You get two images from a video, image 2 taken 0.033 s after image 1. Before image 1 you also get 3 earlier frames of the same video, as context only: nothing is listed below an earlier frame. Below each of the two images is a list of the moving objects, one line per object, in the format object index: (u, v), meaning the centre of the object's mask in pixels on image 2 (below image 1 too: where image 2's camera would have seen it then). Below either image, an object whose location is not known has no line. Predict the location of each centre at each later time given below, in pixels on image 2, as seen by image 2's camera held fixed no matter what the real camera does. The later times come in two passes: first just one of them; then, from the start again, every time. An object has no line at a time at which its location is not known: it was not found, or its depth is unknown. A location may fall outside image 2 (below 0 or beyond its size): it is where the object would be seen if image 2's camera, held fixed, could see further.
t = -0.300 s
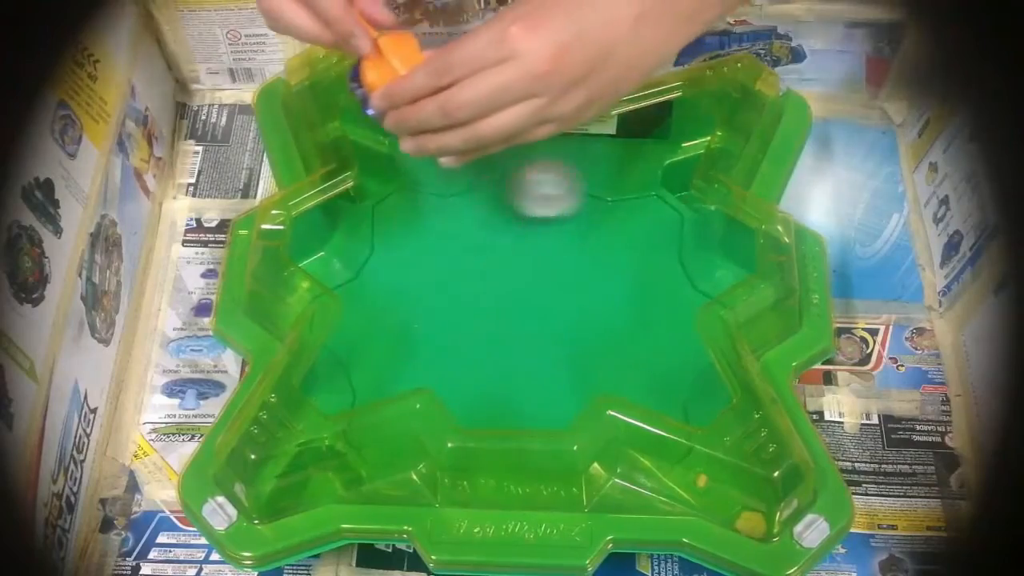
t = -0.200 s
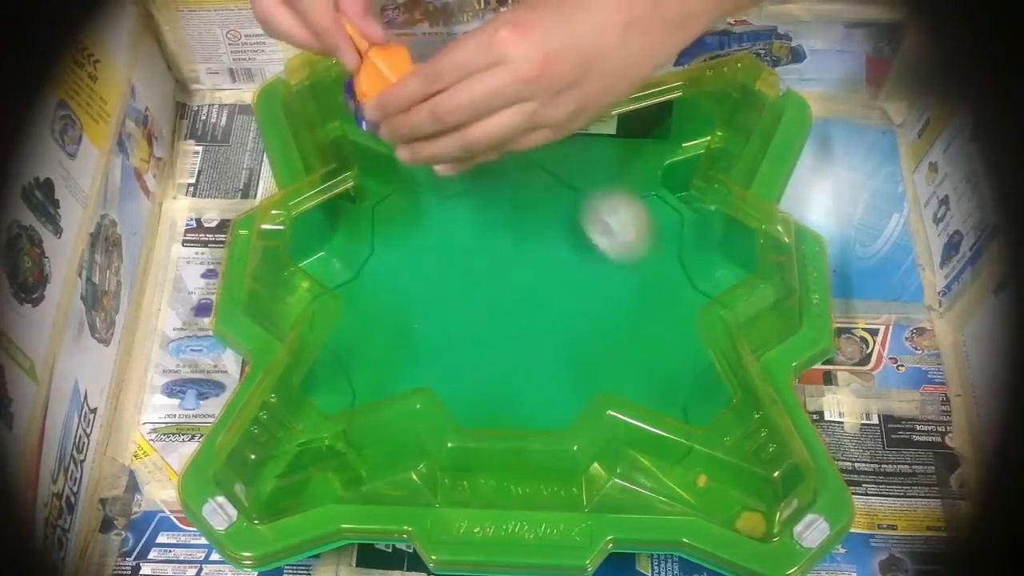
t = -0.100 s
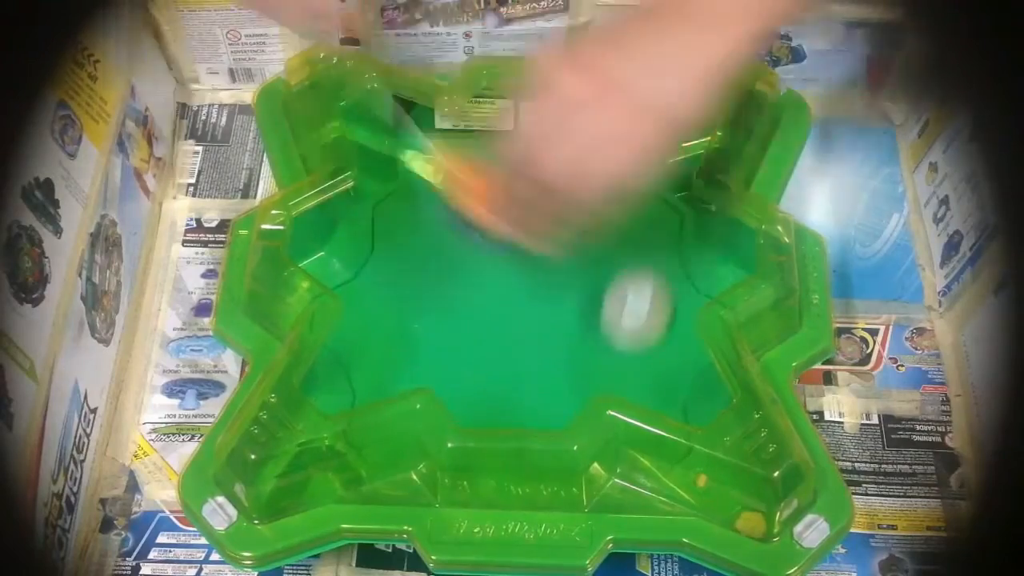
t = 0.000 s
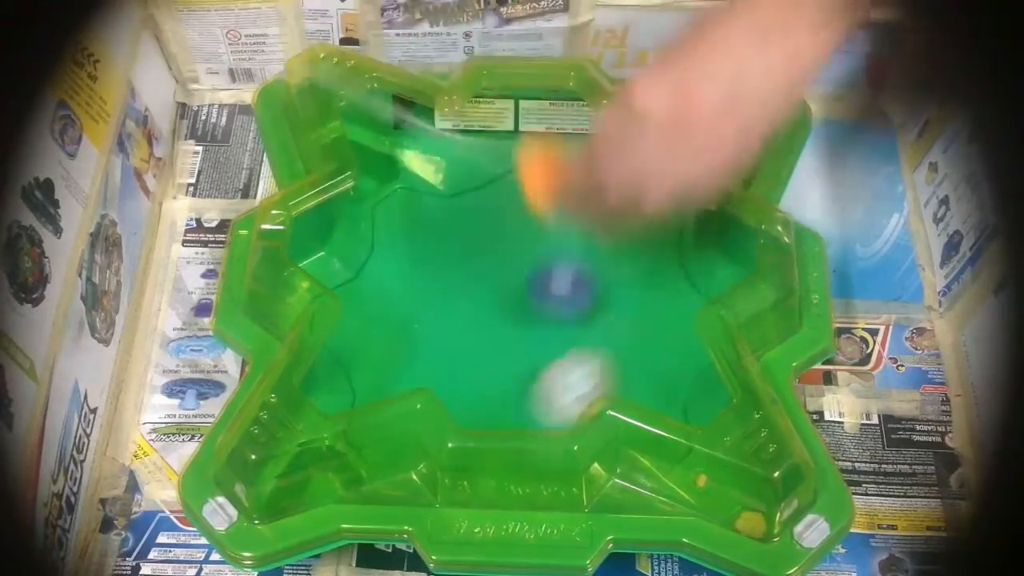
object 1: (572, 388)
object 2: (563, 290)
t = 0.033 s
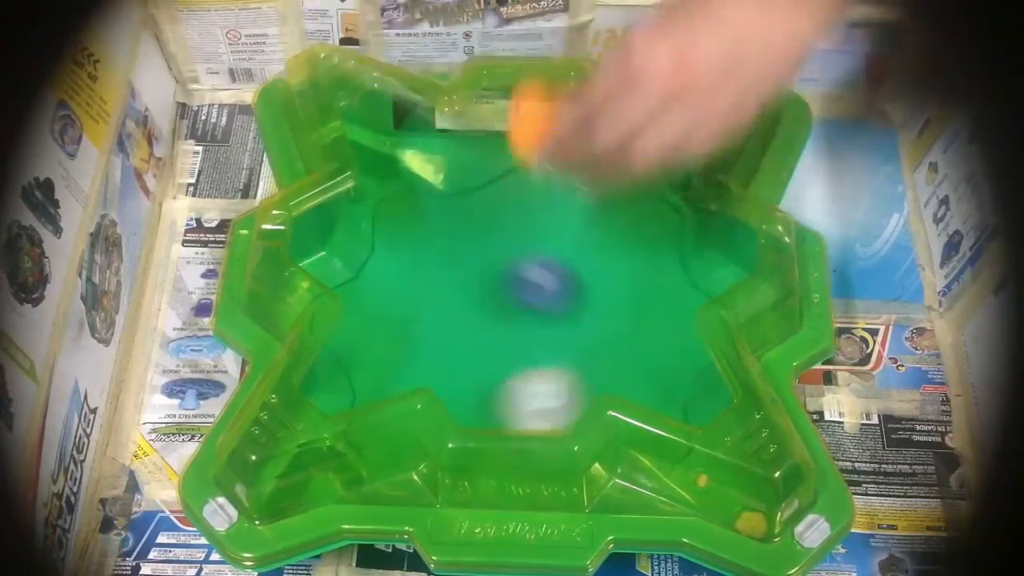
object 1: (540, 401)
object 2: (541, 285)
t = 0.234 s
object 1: (364, 363)
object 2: (366, 289)
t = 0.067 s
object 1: (505, 409)
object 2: (511, 271)
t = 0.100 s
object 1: (473, 412)
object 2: (478, 266)
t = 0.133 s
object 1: (447, 397)
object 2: (445, 270)
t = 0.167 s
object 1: (400, 400)
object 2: (410, 284)
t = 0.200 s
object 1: (367, 377)
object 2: (387, 292)
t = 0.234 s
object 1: (364, 363)
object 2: (366, 289)
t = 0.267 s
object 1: (378, 348)
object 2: (341, 249)
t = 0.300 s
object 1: (395, 341)
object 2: (330, 224)
